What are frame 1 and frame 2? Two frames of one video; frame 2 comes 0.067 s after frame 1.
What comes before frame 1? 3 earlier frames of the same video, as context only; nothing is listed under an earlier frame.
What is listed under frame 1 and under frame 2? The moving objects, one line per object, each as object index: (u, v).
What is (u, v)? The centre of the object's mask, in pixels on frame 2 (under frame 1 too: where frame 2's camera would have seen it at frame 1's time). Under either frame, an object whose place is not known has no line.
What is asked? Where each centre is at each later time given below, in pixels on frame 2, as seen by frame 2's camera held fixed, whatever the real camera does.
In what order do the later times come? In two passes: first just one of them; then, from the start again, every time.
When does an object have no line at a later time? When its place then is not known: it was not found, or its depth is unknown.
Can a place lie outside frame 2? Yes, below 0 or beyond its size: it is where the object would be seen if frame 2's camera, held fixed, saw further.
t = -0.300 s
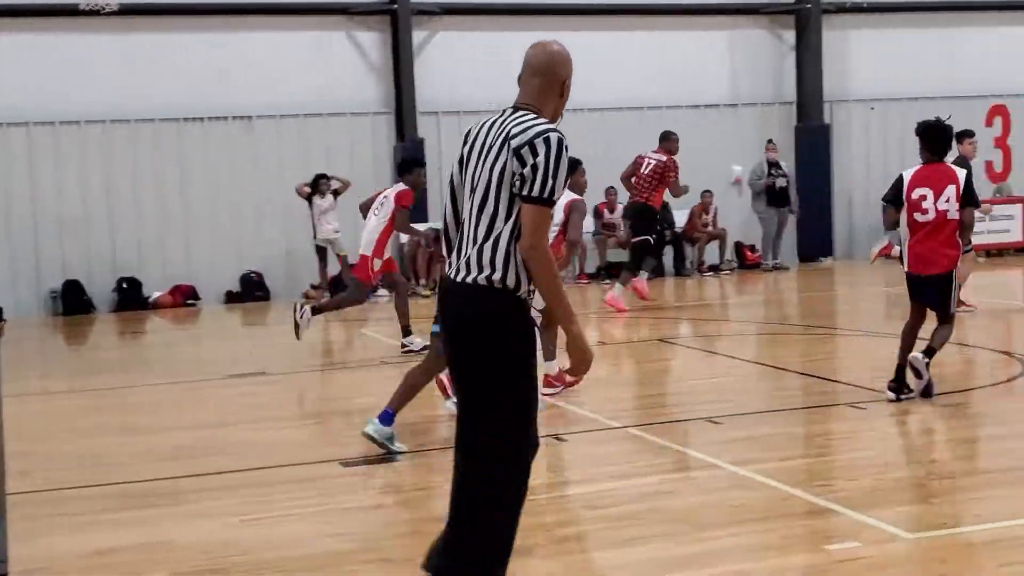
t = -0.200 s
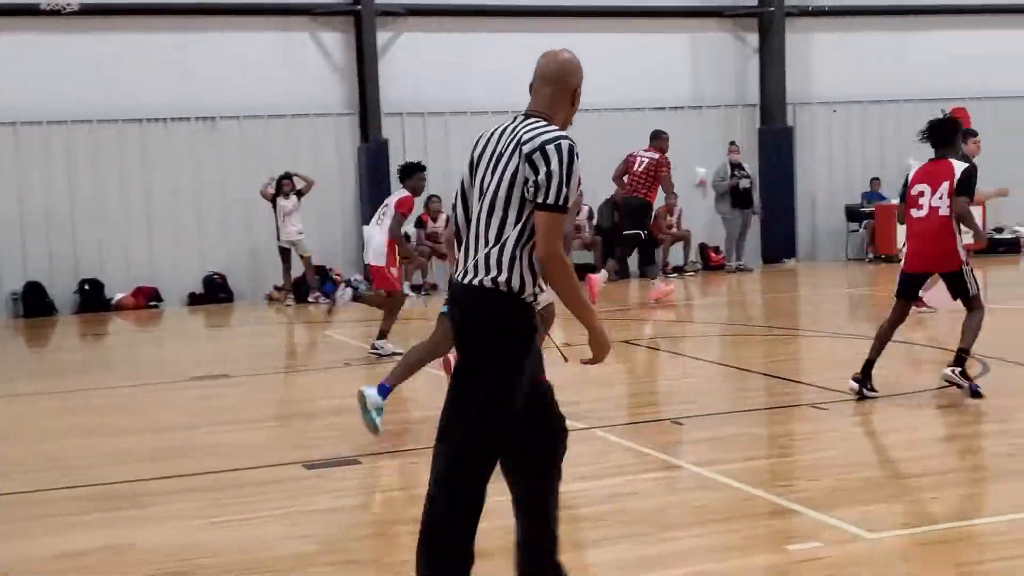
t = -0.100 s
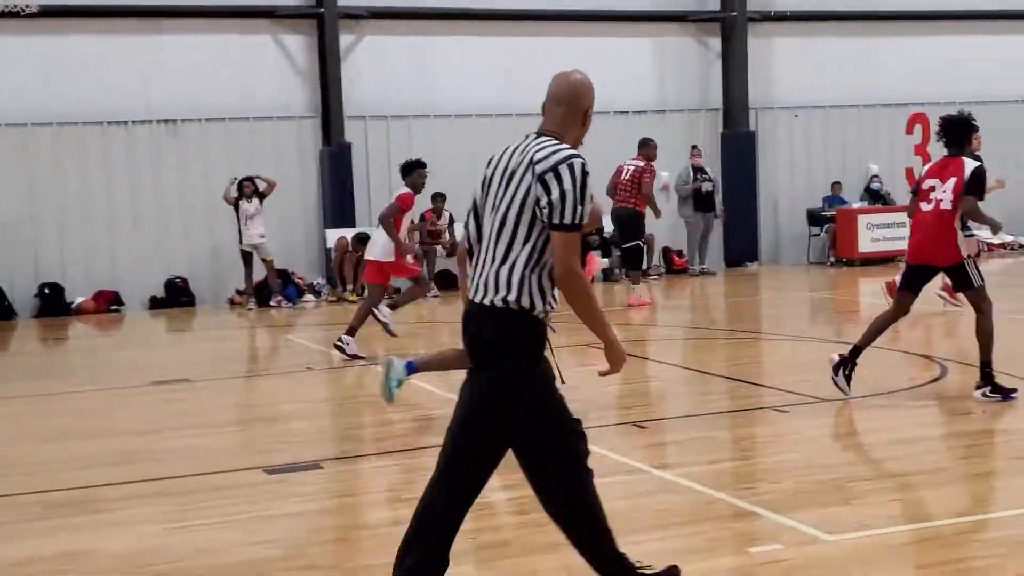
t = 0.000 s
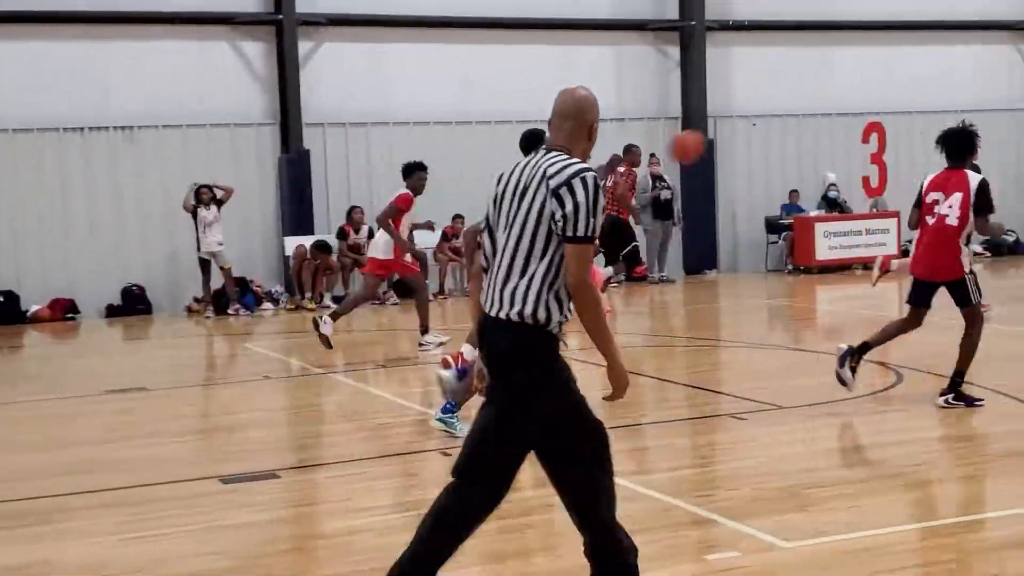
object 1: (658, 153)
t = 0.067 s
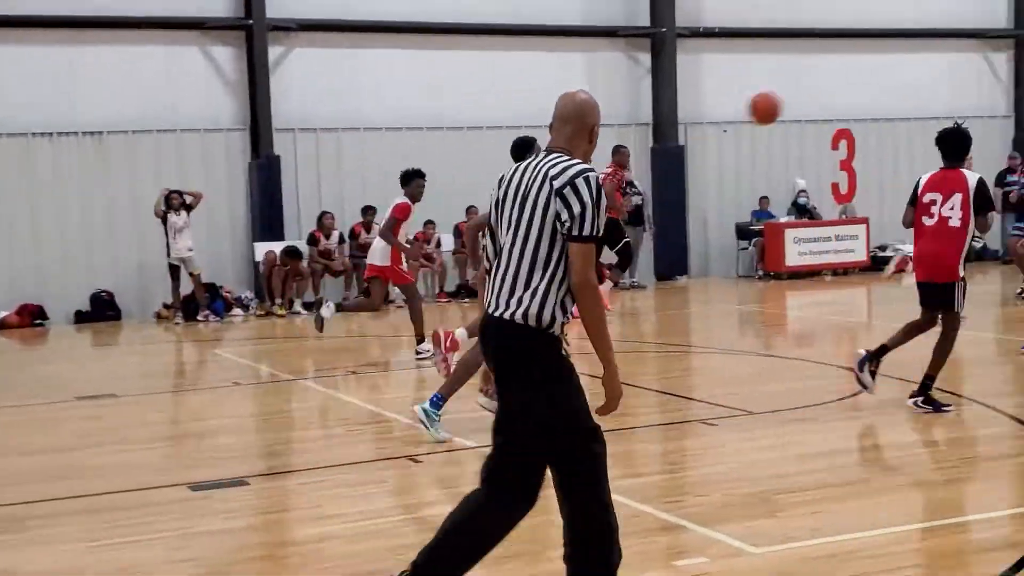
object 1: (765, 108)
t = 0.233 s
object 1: (1021, 22)
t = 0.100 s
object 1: (818, 88)
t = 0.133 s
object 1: (869, 69)
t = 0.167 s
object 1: (920, 51)
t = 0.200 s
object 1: (970, 36)
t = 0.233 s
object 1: (1021, 22)
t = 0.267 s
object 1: (1068, 9)
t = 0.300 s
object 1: (1117, -3)
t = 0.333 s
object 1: (1164, -13)
